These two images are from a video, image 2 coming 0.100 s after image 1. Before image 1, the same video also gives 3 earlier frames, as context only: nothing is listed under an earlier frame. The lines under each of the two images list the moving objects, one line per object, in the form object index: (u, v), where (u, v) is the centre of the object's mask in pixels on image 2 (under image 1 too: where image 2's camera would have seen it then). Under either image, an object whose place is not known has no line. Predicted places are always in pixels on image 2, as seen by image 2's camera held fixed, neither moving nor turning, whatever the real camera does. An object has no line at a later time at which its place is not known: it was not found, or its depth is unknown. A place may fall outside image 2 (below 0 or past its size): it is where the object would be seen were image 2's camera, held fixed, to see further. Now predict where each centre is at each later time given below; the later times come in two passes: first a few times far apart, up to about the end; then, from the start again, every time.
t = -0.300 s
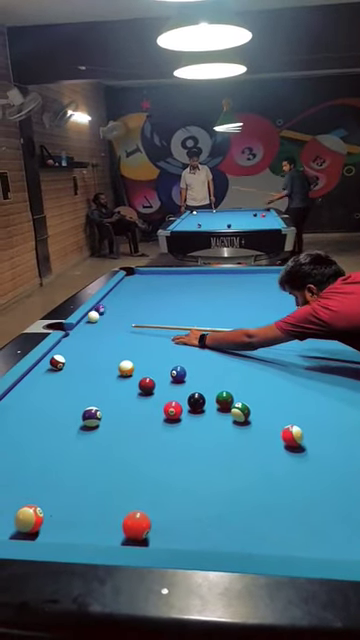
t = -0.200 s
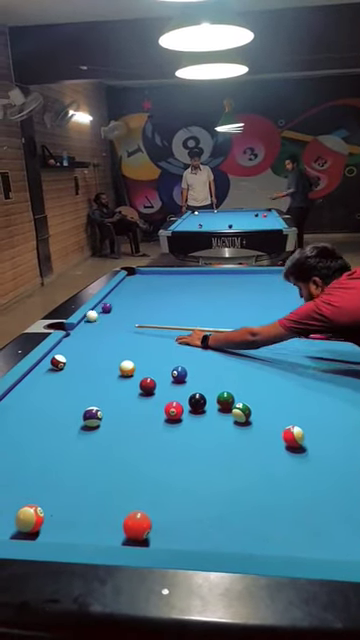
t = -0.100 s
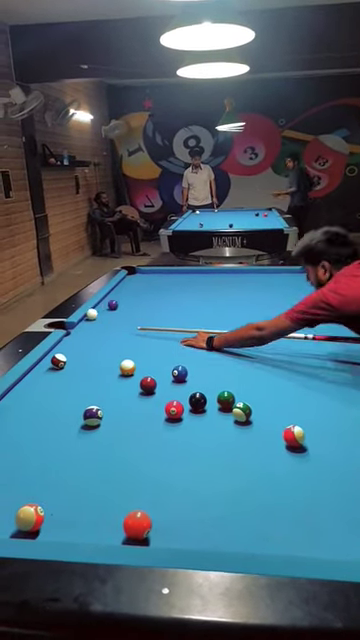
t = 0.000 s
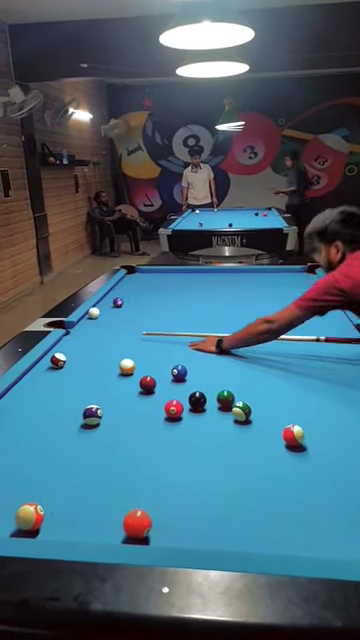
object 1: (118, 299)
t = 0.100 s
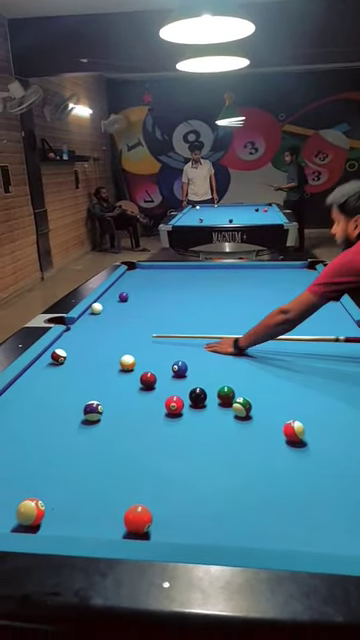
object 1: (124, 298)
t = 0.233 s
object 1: (130, 295)
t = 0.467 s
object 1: (140, 292)
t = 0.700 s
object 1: (150, 289)
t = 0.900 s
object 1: (158, 286)
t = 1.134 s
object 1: (165, 284)
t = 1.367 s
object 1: (173, 281)
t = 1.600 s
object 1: (179, 279)
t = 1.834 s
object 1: (185, 278)
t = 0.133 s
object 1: (125, 297)
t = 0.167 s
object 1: (126, 296)
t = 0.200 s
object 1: (128, 296)
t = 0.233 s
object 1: (130, 295)
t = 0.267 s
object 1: (131, 295)
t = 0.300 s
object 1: (133, 294)
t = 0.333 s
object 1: (135, 294)
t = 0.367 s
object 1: (136, 294)
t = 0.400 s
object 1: (138, 293)
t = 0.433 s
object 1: (139, 292)
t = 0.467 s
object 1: (140, 292)
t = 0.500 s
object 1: (142, 291)
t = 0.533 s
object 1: (143, 291)
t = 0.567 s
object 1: (145, 290)
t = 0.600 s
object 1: (146, 290)
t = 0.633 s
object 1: (147, 290)
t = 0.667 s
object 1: (149, 289)
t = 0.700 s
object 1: (150, 289)
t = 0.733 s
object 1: (151, 288)
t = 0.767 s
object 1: (153, 288)
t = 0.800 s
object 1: (154, 287)
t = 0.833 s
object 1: (155, 287)
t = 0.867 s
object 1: (156, 287)
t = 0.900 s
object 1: (158, 286)
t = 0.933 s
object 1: (159, 286)
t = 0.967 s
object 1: (160, 285)
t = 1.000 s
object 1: (161, 285)
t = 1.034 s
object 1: (162, 285)
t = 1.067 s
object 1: (163, 284)
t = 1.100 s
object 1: (164, 284)
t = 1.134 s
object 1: (165, 284)
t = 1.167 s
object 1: (166, 283)
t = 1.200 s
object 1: (167, 283)
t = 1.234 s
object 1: (168, 283)
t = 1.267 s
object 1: (169, 282)
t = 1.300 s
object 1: (170, 282)
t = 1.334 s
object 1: (172, 281)
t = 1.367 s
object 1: (173, 281)
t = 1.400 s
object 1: (174, 281)
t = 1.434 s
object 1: (174, 281)
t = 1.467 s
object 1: (175, 281)
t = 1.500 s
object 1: (176, 280)
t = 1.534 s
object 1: (177, 280)
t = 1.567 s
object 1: (178, 280)
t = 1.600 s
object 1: (179, 279)
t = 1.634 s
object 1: (180, 279)
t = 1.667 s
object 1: (181, 279)
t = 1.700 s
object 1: (181, 279)
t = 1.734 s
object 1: (183, 278)
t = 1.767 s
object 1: (183, 278)
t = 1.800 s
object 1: (184, 278)
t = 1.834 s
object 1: (185, 278)
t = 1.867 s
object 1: (185, 278)
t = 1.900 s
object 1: (186, 277)
